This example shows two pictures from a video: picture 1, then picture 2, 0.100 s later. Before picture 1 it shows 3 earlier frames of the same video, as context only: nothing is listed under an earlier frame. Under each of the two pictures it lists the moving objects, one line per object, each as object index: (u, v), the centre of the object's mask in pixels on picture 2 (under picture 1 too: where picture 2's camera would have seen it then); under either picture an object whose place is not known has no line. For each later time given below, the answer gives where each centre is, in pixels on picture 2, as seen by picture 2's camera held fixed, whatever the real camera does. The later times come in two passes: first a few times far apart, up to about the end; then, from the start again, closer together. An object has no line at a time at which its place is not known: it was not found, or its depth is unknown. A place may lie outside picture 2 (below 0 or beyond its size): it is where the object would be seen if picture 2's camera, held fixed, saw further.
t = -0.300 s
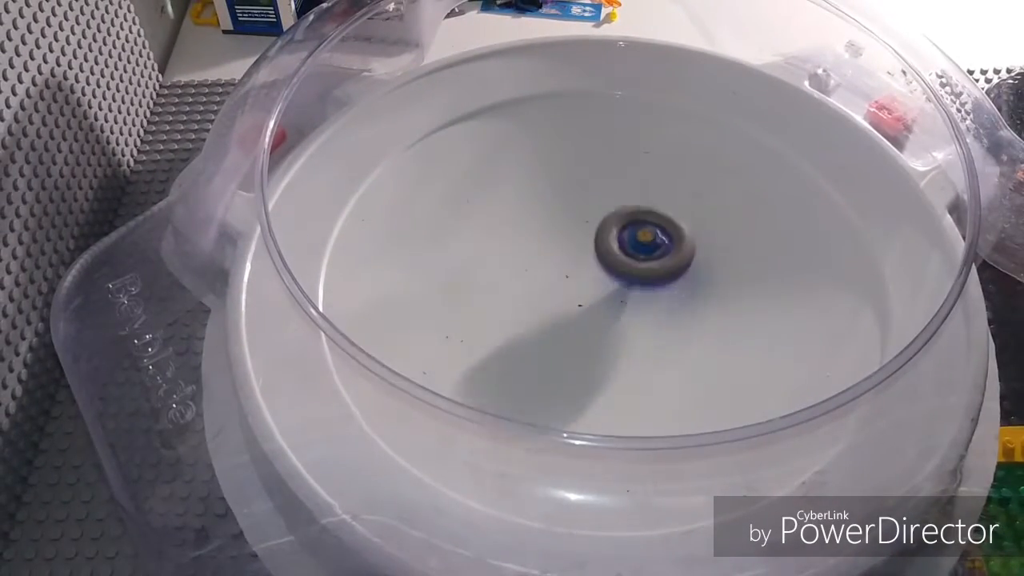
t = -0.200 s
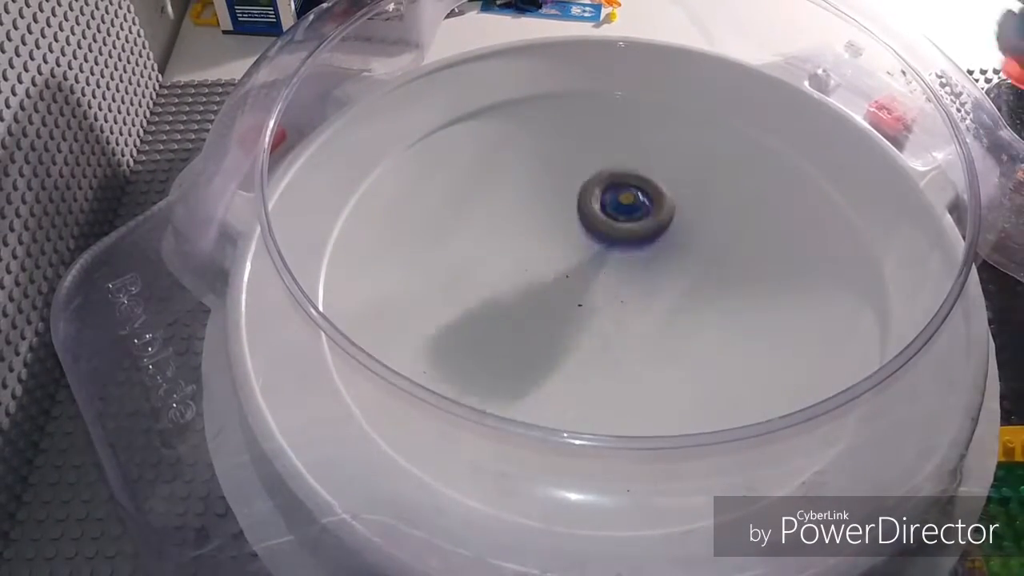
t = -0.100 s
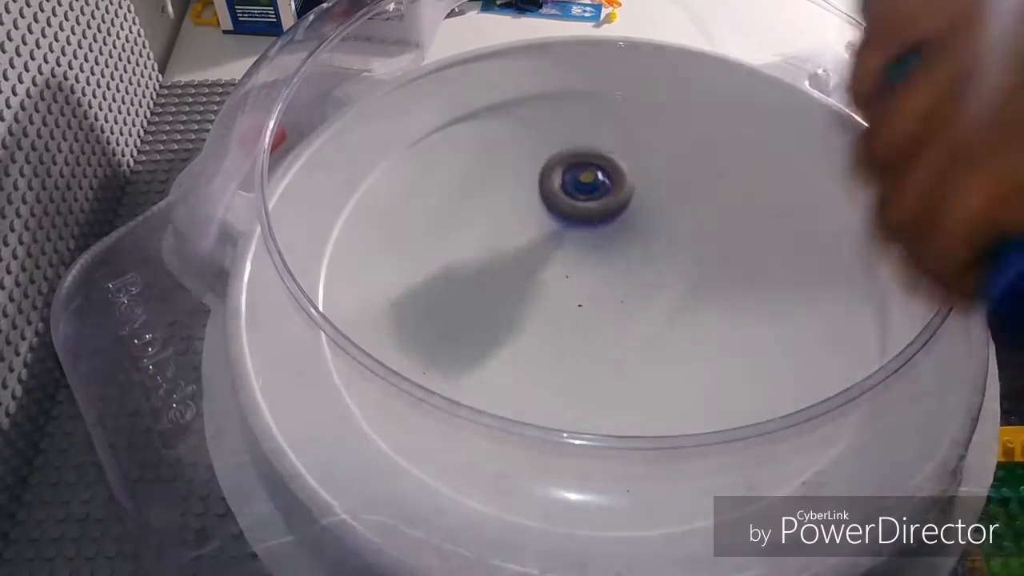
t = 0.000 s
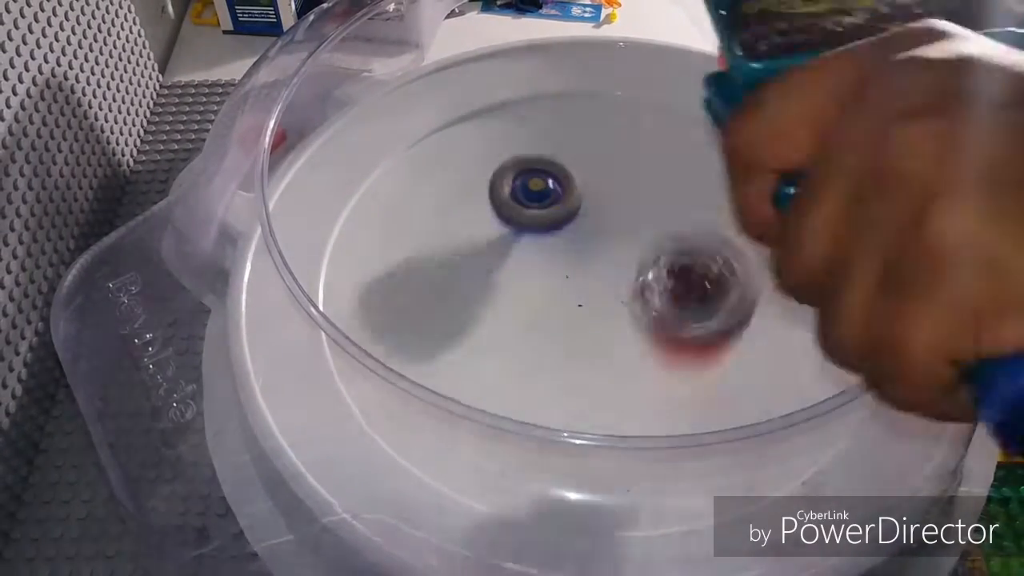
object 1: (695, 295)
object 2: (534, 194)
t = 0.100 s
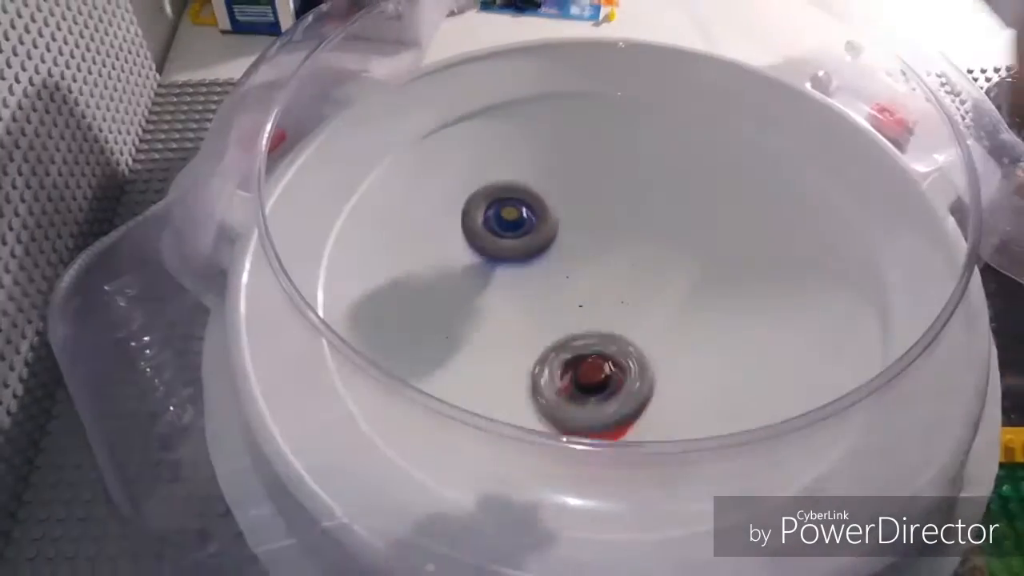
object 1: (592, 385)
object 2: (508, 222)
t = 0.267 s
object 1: (484, 423)
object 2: (535, 287)
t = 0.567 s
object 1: (576, 378)
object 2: (654, 284)
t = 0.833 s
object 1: (535, 357)
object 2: (640, 200)
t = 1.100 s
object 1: (555, 339)
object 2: (582, 247)
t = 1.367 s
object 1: (579, 447)
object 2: (668, 99)
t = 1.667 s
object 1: (732, 203)
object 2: (491, 180)
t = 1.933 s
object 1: (704, 158)
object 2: (372, 252)
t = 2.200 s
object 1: (390, 230)
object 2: (618, 342)
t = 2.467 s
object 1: (628, 495)
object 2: (705, 265)
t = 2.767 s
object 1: (807, 144)
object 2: (596, 238)
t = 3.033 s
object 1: (346, 197)
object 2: (616, 315)
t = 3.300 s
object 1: (748, 471)
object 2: (639, 278)
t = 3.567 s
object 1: (755, 110)
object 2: (596, 281)
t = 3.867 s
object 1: (330, 303)
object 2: (596, 307)
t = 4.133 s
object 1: (870, 366)
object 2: (575, 290)
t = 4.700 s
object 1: (364, 380)
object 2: (561, 280)
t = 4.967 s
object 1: (877, 363)
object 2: (585, 254)
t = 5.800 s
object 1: (888, 316)
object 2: (586, 258)
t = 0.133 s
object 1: (555, 415)
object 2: (507, 237)
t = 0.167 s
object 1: (528, 425)
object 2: (513, 251)
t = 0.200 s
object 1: (508, 426)
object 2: (518, 264)
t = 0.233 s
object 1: (493, 426)
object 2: (524, 277)
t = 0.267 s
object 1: (484, 423)
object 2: (535, 287)
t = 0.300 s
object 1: (481, 418)
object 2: (545, 295)
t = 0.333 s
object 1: (483, 414)
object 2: (556, 302)
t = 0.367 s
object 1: (493, 406)
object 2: (571, 306)
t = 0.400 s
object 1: (508, 390)
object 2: (586, 307)
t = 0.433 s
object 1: (520, 390)
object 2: (600, 308)
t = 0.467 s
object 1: (535, 387)
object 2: (617, 304)
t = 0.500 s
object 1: (551, 385)
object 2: (630, 300)
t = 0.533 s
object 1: (565, 382)
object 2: (643, 293)
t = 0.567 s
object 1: (576, 378)
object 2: (654, 284)
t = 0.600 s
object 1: (582, 376)
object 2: (663, 273)
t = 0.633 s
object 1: (584, 373)
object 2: (670, 261)
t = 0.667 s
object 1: (581, 370)
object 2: (674, 248)
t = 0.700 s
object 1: (575, 366)
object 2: (675, 235)
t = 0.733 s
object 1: (566, 361)
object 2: (671, 223)
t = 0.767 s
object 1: (555, 359)
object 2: (664, 214)
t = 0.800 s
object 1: (545, 357)
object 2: (653, 205)
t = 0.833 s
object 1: (535, 357)
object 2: (640, 200)
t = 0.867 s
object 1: (527, 360)
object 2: (625, 199)
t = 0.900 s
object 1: (522, 364)
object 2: (612, 203)
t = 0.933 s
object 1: (523, 369)
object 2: (602, 209)
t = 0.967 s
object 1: (528, 372)
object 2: (593, 217)
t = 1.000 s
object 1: (537, 371)
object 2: (588, 225)
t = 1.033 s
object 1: (546, 364)
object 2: (584, 233)
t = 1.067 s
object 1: (552, 353)
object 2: (583, 241)
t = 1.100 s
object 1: (555, 339)
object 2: (582, 247)
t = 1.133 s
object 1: (539, 344)
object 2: (592, 237)
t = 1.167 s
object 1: (513, 367)
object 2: (613, 201)
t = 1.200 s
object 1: (498, 383)
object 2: (633, 171)
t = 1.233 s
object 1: (491, 409)
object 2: (647, 146)
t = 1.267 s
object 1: (497, 426)
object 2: (659, 126)
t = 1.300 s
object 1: (515, 440)
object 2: (666, 112)
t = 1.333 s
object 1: (544, 448)
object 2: (669, 102)
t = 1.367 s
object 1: (579, 447)
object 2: (668, 99)
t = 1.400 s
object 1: (617, 435)
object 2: (662, 104)
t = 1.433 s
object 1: (650, 412)
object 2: (653, 114)
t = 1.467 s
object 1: (674, 382)
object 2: (641, 126)
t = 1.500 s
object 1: (688, 346)
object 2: (629, 141)
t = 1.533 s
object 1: (693, 306)
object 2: (614, 157)
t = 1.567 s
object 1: (688, 270)
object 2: (600, 173)
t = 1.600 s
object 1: (677, 234)
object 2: (586, 189)
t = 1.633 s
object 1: (703, 214)
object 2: (543, 185)
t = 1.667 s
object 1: (732, 203)
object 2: (491, 180)
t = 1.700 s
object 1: (753, 193)
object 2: (450, 177)
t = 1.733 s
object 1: (768, 179)
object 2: (415, 174)
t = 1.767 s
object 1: (775, 173)
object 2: (384, 177)
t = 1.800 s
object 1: (773, 163)
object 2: (363, 186)
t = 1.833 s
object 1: (767, 161)
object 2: (352, 196)
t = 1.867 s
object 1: (752, 161)
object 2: (349, 213)
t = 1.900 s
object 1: (731, 160)
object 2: (357, 234)
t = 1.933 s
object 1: (704, 158)
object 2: (372, 252)
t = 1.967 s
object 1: (671, 158)
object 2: (393, 274)
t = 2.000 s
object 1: (633, 157)
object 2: (419, 296)
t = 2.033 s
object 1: (592, 159)
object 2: (452, 314)
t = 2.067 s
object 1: (547, 162)
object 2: (486, 328)
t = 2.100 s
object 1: (502, 170)
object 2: (522, 337)
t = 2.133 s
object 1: (460, 182)
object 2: (555, 343)
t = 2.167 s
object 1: (422, 202)
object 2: (587, 344)
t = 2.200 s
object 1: (390, 230)
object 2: (618, 342)
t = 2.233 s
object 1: (366, 265)
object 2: (645, 338)
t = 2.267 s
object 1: (362, 298)
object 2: (667, 331)
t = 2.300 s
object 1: (359, 348)
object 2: (687, 321)
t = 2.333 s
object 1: (382, 395)
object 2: (701, 311)
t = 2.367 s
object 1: (425, 437)
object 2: (708, 301)
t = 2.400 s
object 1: (484, 470)
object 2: (711, 289)
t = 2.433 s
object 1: (555, 489)
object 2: (710, 276)
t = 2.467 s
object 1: (628, 495)
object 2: (705, 265)
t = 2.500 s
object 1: (699, 488)
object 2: (693, 255)
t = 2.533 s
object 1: (765, 462)
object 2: (682, 245)
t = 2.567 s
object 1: (816, 429)
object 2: (669, 236)
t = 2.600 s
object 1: (857, 384)
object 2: (656, 228)
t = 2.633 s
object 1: (885, 337)
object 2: (642, 223)
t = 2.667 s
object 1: (888, 285)
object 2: (631, 221)
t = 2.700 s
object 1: (873, 235)
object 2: (620, 223)
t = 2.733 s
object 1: (847, 182)
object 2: (607, 230)
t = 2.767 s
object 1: (807, 144)
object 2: (596, 238)
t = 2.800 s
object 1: (752, 109)
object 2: (592, 249)
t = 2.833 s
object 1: (692, 86)
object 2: (585, 259)
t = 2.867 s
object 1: (626, 75)
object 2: (584, 270)
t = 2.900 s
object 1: (558, 73)
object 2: (587, 282)
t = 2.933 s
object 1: (499, 84)
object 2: (590, 293)
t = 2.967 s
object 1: (435, 107)
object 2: (596, 301)
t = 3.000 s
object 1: (383, 146)
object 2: (607, 310)
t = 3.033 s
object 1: (346, 197)
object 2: (616, 315)
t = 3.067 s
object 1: (330, 253)
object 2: (624, 316)
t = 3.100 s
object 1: (332, 313)
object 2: (629, 314)
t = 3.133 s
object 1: (358, 375)
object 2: (635, 309)
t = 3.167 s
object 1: (410, 429)
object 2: (640, 304)
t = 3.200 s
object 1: (487, 473)
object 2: (642, 297)
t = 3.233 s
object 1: (575, 495)
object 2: (642, 289)
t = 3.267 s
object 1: (669, 494)
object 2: (641, 283)
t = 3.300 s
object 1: (748, 471)
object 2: (639, 278)
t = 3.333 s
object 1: (813, 435)
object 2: (636, 274)
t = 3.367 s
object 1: (864, 390)
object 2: (629, 274)
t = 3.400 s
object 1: (877, 338)
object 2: (620, 273)
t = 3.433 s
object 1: (881, 284)
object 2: (610, 275)
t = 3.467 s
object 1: (879, 232)
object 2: (603, 277)
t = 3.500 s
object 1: (850, 186)
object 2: (597, 279)
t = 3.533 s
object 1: (809, 144)
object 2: (596, 280)
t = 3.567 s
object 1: (755, 110)
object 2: (596, 281)
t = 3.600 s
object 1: (691, 86)
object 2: (595, 283)
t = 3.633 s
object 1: (627, 76)
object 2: (597, 287)
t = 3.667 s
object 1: (560, 80)
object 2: (597, 292)
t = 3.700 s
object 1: (495, 85)
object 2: (596, 296)
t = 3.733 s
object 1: (443, 108)
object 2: (597, 301)
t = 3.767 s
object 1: (392, 141)
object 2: (597, 304)
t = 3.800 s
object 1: (352, 187)
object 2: (597, 305)
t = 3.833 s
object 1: (331, 242)
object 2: (597, 306)
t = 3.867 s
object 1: (330, 303)
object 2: (596, 307)
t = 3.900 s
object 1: (352, 368)
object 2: (596, 306)
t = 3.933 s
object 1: (406, 427)
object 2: (595, 304)
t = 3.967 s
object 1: (484, 472)
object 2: (591, 302)
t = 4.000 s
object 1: (584, 497)
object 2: (586, 300)
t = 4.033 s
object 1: (681, 494)
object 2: (584, 298)
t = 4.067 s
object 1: (764, 467)
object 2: (581, 294)
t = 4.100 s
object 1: (833, 424)
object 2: (576, 292)
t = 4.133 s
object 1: (870, 366)
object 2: (575, 290)
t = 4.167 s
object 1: (891, 310)
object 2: (576, 288)
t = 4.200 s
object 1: (882, 254)
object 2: (577, 287)
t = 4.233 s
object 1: (863, 203)
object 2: (578, 286)
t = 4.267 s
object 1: (822, 157)
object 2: (581, 287)
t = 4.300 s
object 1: (780, 123)
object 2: (584, 287)
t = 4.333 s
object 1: (724, 98)
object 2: (585, 287)
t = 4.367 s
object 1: (665, 82)
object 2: (586, 287)
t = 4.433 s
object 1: (550, 78)
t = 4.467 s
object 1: (497, 88)
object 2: (584, 291)
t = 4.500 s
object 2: (581, 292)
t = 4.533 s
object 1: (403, 132)
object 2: (578, 293)
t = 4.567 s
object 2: (574, 292)
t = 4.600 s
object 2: (570, 290)
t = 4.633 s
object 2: (566, 287)
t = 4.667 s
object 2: (563, 284)
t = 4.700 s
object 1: (364, 380)
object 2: (561, 280)
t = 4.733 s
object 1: (419, 433)
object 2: (560, 276)
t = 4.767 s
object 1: (491, 470)
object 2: (560, 271)
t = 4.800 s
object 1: (567, 495)
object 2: (561, 266)
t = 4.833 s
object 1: (648, 499)
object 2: (563, 263)
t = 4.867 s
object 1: (724, 484)
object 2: (568, 259)
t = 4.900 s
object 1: (791, 454)
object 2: (574, 256)
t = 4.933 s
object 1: (845, 412)
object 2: (580, 254)
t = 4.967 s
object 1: (877, 363)
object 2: (585, 254)
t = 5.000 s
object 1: (887, 308)
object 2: (591, 255)
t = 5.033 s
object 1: (886, 254)
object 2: (595, 258)
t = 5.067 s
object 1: (866, 205)
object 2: (597, 262)
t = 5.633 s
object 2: (611, 256)
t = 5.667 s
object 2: (603, 258)
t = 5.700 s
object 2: (597, 259)
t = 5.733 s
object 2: (593, 259)
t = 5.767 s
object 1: (872, 372)
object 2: (589, 259)
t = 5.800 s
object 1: (888, 316)
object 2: (586, 258)
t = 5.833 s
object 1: (884, 262)
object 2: (584, 257)
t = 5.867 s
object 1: (869, 213)
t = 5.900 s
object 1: (832, 171)
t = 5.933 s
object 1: (793, 131)
